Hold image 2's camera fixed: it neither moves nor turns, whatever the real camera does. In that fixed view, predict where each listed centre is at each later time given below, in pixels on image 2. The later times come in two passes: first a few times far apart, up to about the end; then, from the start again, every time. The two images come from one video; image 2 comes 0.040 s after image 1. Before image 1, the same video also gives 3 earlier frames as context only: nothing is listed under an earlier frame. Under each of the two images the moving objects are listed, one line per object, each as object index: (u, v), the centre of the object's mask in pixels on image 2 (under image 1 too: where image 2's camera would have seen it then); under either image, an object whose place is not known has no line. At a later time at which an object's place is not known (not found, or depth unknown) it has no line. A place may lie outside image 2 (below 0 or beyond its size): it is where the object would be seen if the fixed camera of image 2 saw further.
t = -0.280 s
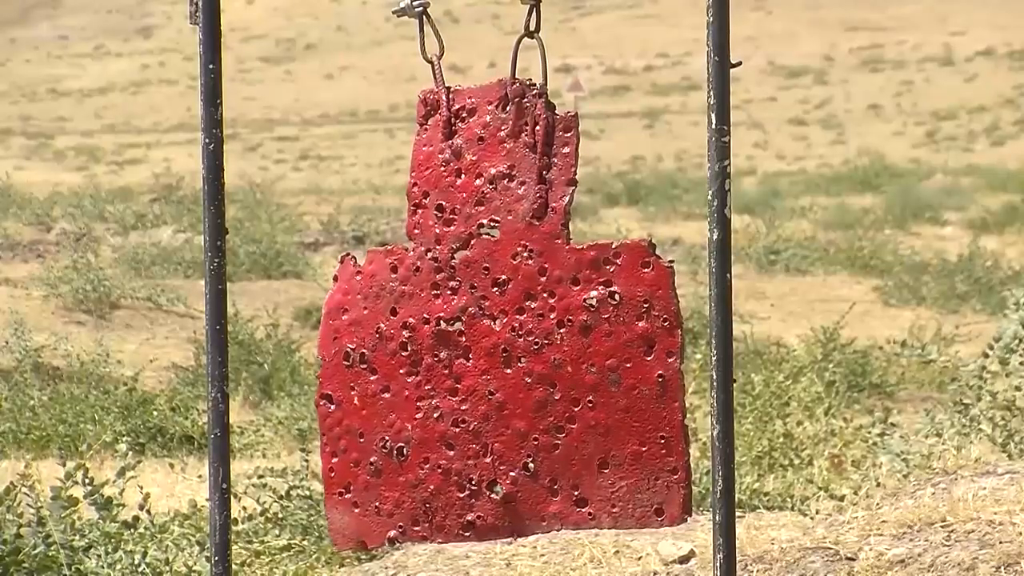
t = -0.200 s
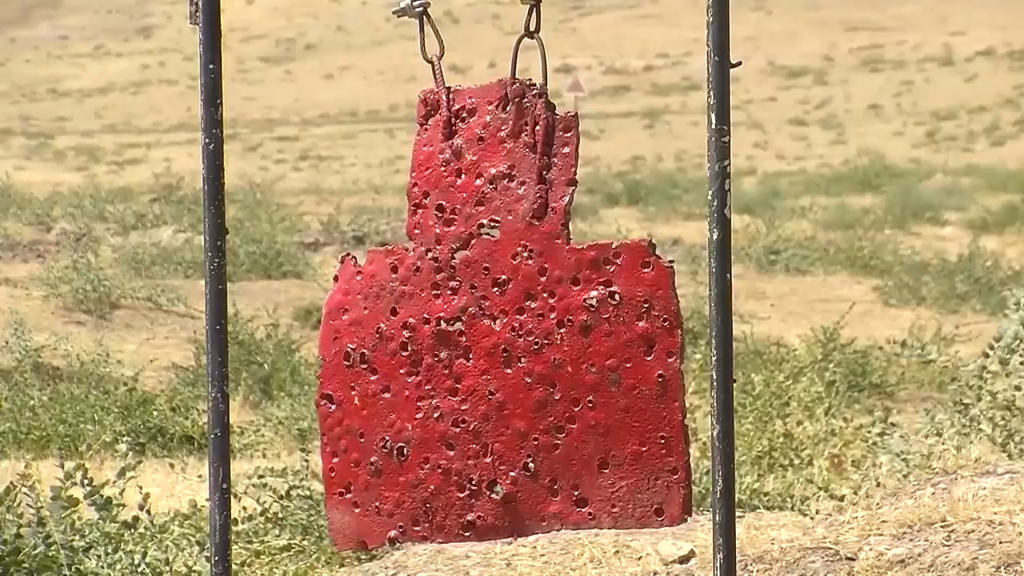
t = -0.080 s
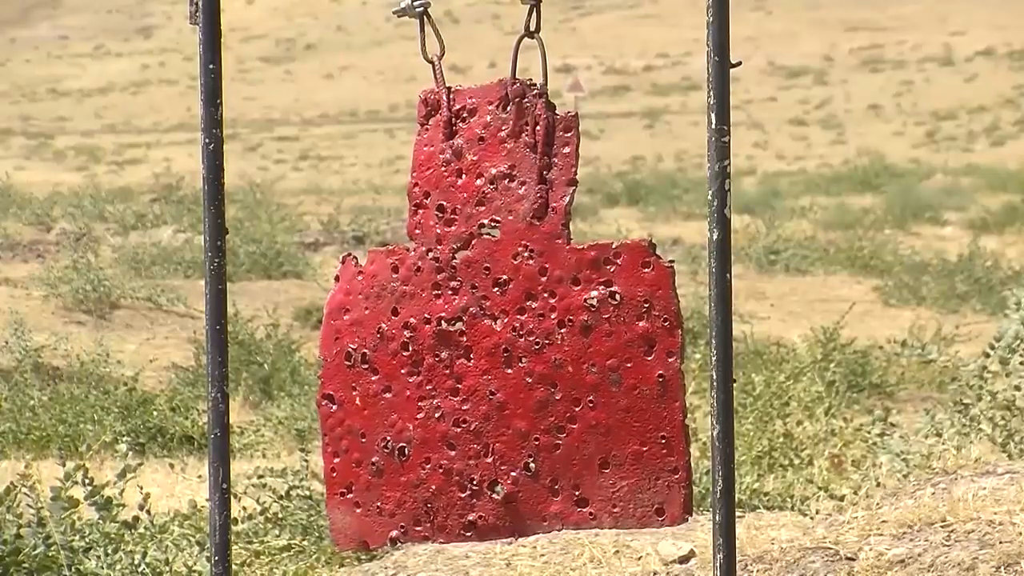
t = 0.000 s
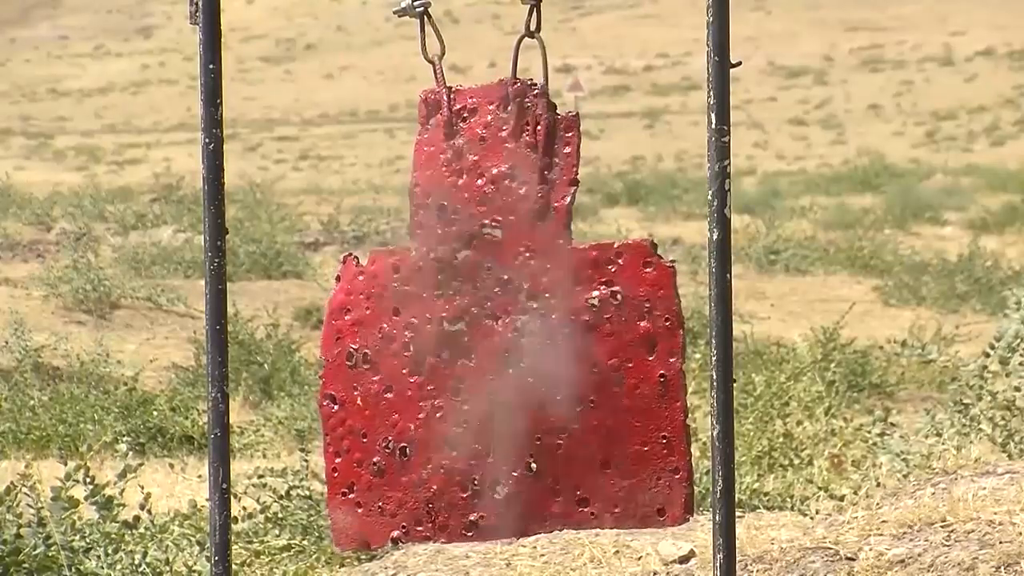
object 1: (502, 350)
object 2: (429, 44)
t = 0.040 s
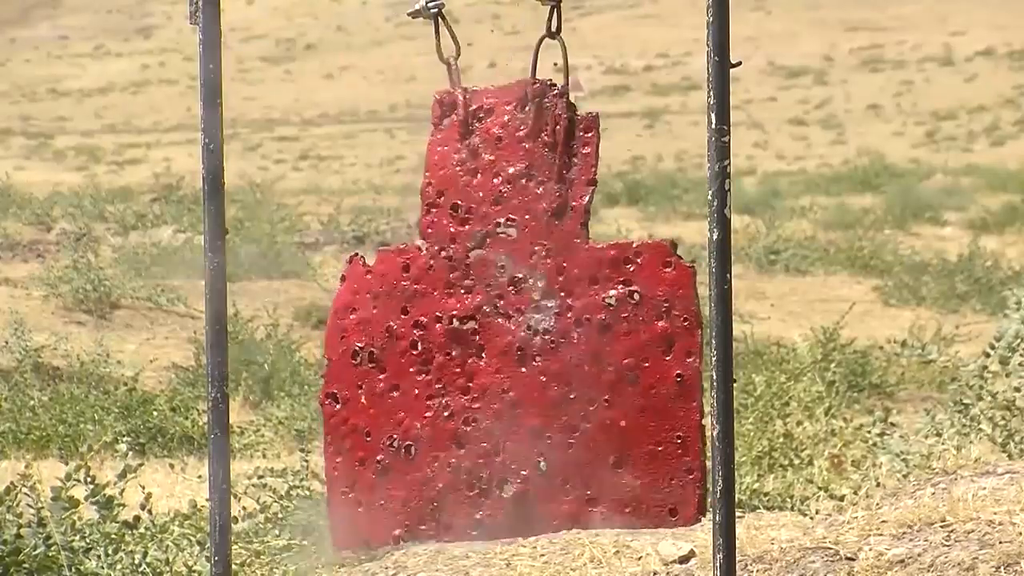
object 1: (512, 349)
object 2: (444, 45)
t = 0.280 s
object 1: (527, 336)
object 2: (437, 48)
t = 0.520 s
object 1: (538, 336)
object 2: (459, 44)
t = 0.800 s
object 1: (523, 349)
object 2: (441, 44)
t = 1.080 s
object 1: (474, 349)
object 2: (426, 41)
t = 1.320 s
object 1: (443, 346)
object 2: (400, 39)
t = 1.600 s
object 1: (460, 347)
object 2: (400, 44)
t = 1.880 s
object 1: (515, 348)
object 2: (434, 45)
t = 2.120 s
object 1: (547, 341)
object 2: (460, 44)
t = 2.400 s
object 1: (548, 345)
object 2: (465, 42)
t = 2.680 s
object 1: (502, 350)
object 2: (432, 44)
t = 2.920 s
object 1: (455, 346)
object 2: (400, 43)
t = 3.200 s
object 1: (502, 351)
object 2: (429, 45)
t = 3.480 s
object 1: (525, 348)
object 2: (441, 45)
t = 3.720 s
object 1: (528, 347)
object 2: (443, 46)
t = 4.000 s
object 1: (513, 350)
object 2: (435, 46)
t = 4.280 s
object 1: (486, 350)
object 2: (422, 44)
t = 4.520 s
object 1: (477, 350)
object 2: (418, 44)
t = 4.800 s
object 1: (492, 350)
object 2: (425, 44)
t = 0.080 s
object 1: (518, 346)
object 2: (452, 46)
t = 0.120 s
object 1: (522, 345)
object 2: (454, 46)
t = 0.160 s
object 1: (526, 343)
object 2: (450, 46)
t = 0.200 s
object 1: (527, 344)
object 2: (444, 48)
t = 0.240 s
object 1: (528, 339)
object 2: (439, 48)
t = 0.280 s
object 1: (527, 336)
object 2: (437, 48)
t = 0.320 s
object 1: (529, 335)
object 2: (436, 48)
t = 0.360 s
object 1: (531, 334)
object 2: (437, 48)
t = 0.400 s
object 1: (534, 334)
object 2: (437, 40)
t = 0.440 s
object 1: (536, 334)
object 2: (448, 46)
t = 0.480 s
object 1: (537, 335)
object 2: (456, 46)
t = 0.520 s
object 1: (538, 336)
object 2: (459, 44)
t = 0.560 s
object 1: (539, 338)
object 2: (460, 46)
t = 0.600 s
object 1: (539, 340)
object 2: (457, 46)
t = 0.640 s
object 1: (538, 341)
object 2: (453, 46)
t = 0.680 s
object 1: (535, 342)
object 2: (448, 47)
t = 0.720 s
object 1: (531, 344)
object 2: (442, 46)
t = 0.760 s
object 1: (528, 347)
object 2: (440, 45)
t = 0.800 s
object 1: (523, 349)
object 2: (441, 44)
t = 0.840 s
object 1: (517, 350)
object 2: (446, 41)
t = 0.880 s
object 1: (510, 350)
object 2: (450, 43)
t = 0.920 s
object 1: (501, 351)
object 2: (449, 42)
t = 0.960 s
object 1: (493, 351)
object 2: (443, 41)
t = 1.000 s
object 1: (486, 351)
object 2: (437, 42)
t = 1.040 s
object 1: (479, 349)
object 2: (430, 42)
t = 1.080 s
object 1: (474, 349)
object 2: (426, 41)
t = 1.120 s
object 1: (468, 347)
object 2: (421, 41)
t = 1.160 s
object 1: (463, 346)
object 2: (416, 42)
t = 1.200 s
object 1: (458, 345)
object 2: (410, 39)
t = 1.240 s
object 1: (451, 345)
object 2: (403, 39)
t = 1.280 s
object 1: (447, 345)
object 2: (400, 40)
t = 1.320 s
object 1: (443, 346)
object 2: (400, 39)
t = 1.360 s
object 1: (442, 346)
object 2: (404, 40)
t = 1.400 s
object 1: (442, 345)
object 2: (407, 39)
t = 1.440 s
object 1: (444, 345)
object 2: (409, 41)
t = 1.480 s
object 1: (446, 345)
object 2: (408, 41)
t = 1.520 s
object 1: (450, 346)
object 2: (405, 42)
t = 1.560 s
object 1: (454, 347)
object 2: (402, 45)
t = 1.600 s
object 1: (460, 347)
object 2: (400, 44)
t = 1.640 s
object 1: (468, 347)
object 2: (400, 44)
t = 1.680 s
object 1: (477, 347)
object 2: (403, 44)
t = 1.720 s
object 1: (485, 348)
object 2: (410, 45)
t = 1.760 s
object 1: (494, 350)
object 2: (420, 46)
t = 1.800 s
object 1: (502, 349)
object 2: (427, 45)
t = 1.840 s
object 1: (509, 349)
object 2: (432, 45)
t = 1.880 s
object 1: (515, 348)
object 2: (434, 45)
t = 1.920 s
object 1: (520, 346)
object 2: (436, 47)
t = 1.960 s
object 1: (525, 345)
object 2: (438, 46)
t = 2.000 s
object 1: (531, 343)
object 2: (442, 45)
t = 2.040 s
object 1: (536, 342)
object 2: (447, 46)
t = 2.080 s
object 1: (542, 342)
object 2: (454, 45)
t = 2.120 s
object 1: (547, 341)
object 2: (460, 44)
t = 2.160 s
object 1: (551, 341)
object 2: (464, 43)
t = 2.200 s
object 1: (552, 341)
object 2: (464, 43)
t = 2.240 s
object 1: (551, 340)
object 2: (462, 41)
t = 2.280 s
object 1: (551, 340)
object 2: (461, 41)
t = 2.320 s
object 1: (550, 341)
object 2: (462, 41)
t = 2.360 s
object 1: (550, 343)
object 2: (464, 40)
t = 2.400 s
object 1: (548, 345)
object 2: (465, 42)
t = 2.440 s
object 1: (544, 346)
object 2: (461, 41)
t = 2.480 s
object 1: (538, 347)
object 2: (455, 42)
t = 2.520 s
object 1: (531, 348)
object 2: (447, 43)
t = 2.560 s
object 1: (524, 349)
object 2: (441, 43)
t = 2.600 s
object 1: (517, 350)
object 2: (438, 43)
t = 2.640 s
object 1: (510, 350)
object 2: (435, 44)
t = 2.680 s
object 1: (502, 350)
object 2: (432, 44)
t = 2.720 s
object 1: (493, 349)
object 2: (427, 45)
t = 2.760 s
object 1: (484, 349)
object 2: (420, 45)
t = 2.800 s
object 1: (475, 349)
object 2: (413, 44)
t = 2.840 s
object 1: (467, 348)
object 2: (407, 44)
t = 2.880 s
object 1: (461, 347)
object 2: (402, 43)
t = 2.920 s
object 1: (455, 346)
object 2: (400, 43)
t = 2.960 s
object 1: (451, 346)
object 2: (400, 43)
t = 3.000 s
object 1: (448, 345)
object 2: (400, 43)
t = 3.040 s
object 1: (447, 345)
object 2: (400, 43)
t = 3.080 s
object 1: (447, 345)
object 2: (400, 43)
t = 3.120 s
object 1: (447, 345)
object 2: (400, 43)
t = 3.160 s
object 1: (449, 346)
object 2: (400, 43)
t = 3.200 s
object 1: (502, 351)
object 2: (429, 45)
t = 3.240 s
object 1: (506, 350)
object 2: (431, 45)
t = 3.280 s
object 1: (510, 350)
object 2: (433, 46)
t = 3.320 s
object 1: (515, 350)
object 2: (435, 46)
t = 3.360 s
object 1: (518, 350)
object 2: (436, 46)
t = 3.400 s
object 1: (521, 349)
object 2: (438, 46)
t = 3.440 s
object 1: (523, 348)
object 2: (440, 46)
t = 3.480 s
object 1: (525, 348)
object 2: (441, 45)
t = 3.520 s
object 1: (526, 347)
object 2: (442, 45)
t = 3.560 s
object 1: (527, 347)
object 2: (443, 45)
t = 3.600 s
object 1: (528, 347)
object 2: (443, 45)
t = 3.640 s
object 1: (528, 347)
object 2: (443, 45)
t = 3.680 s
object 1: (528, 347)
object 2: (443, 46)
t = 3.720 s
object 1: (528, 347)
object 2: (443, 46)
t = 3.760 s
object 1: (527, 347)
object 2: (443, 46)
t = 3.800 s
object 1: (526, 348)
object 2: (442, 45)
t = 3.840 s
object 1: (524, 348)
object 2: (441, 46)
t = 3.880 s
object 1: (522, 349)
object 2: (439, 45)
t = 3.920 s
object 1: (520, 349)
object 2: (438, 46)
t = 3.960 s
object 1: (517, 350)
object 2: (436, 45)
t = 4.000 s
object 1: (513, 350)
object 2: (435, 46)
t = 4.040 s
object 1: (509, 350)
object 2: (433, 45)
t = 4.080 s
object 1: (505, 351)
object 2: (431, 46)
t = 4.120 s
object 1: (500, 351)
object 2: (429, 45)
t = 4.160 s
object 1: (496, 351)
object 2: (427, 45)
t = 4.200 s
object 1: (492, 350)
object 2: (425, 44)
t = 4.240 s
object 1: (489, 351)
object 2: (423, 45)
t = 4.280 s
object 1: (486, 350)
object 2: (422, 44)
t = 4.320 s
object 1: (483, 350)
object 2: (420, 44)
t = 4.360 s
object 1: (481, 350)
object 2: (419, 44)
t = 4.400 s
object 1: (479, 350)
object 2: (418, 44)
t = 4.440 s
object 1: (478, 350)
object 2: (418, 44)
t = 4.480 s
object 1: (477, 350)
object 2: (418, 44)
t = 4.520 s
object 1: (477, 350)
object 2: (418, 44)
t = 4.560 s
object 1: (478, 350)
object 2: (418, 44)
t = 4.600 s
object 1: (479, 350)
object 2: (418, 44)
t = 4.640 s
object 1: (480, 350)
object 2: (419, 44)
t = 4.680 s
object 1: (483, 350)
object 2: (420, 44)
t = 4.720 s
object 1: (485, 350)
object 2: (421, 44)
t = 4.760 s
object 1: (488, 350)
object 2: (423, 44)
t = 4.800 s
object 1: (492, 350)
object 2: (425, 44)
